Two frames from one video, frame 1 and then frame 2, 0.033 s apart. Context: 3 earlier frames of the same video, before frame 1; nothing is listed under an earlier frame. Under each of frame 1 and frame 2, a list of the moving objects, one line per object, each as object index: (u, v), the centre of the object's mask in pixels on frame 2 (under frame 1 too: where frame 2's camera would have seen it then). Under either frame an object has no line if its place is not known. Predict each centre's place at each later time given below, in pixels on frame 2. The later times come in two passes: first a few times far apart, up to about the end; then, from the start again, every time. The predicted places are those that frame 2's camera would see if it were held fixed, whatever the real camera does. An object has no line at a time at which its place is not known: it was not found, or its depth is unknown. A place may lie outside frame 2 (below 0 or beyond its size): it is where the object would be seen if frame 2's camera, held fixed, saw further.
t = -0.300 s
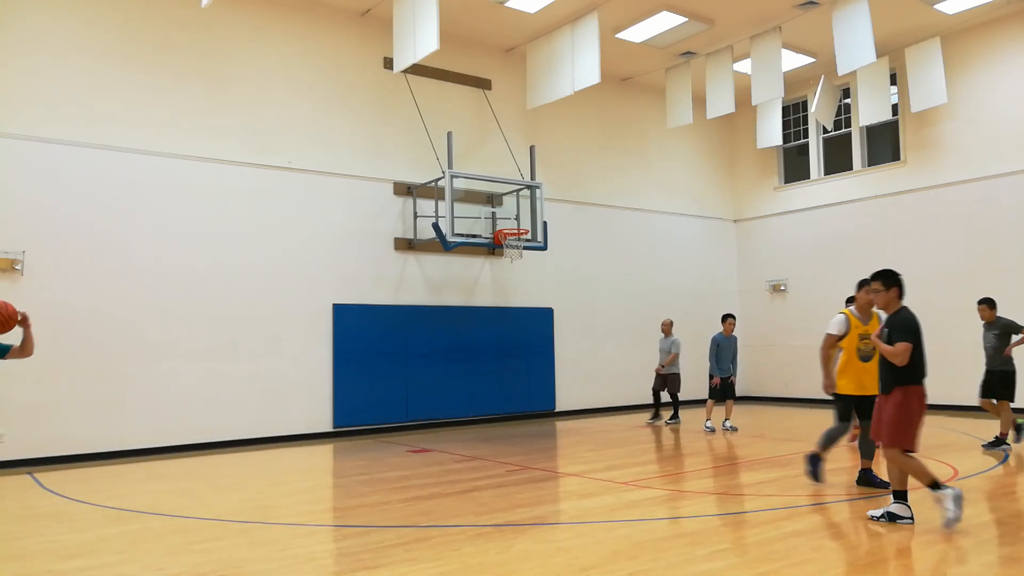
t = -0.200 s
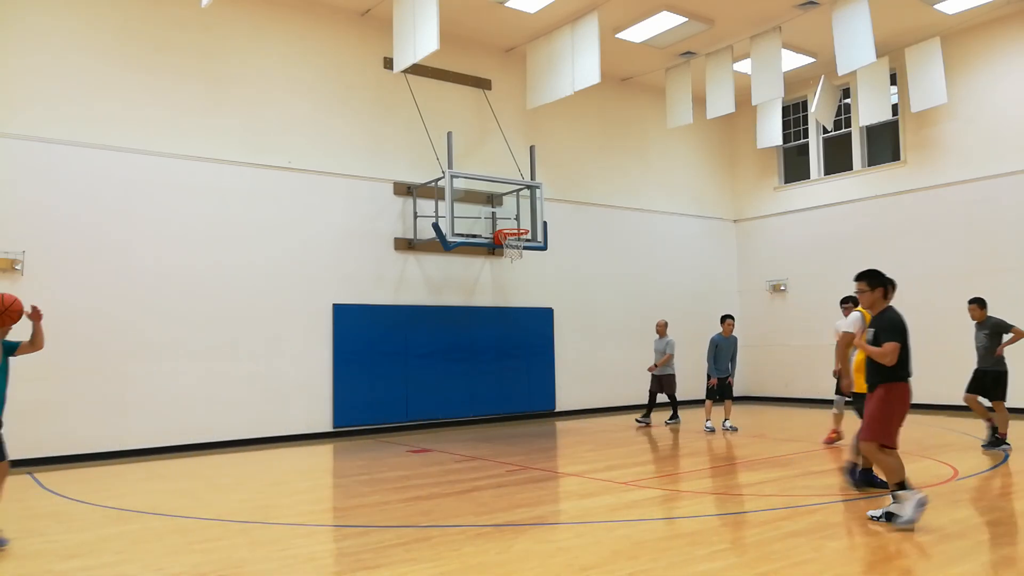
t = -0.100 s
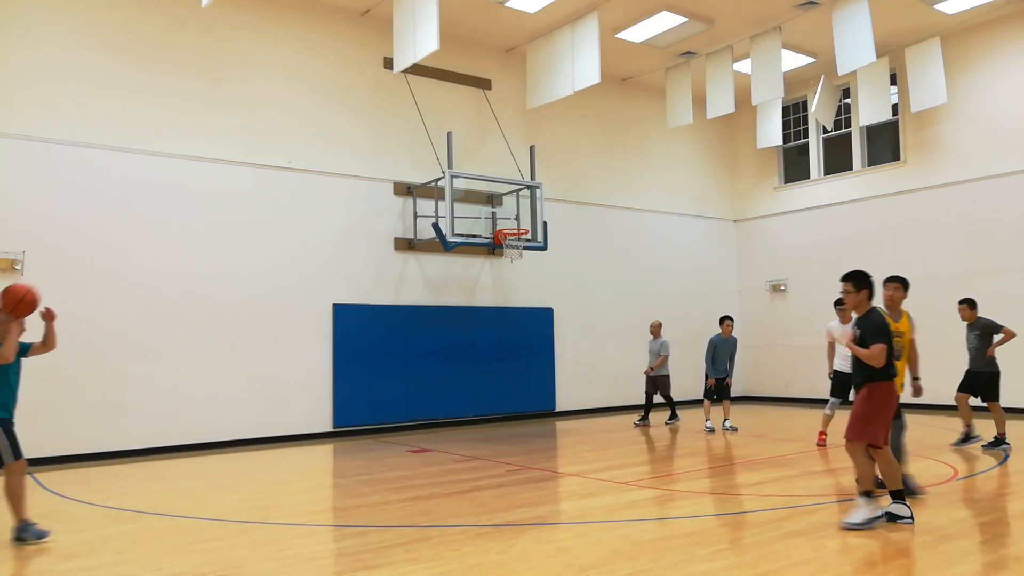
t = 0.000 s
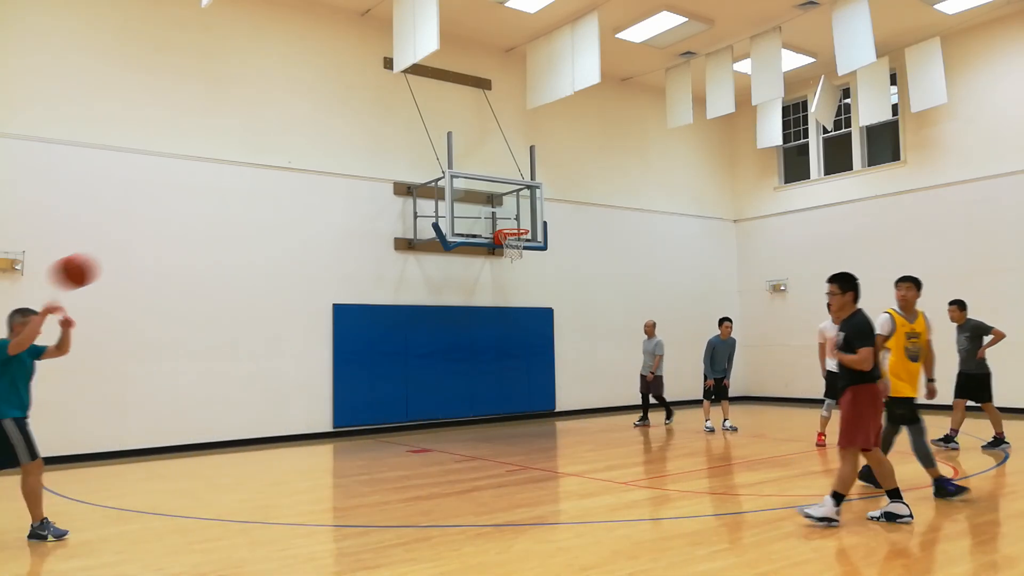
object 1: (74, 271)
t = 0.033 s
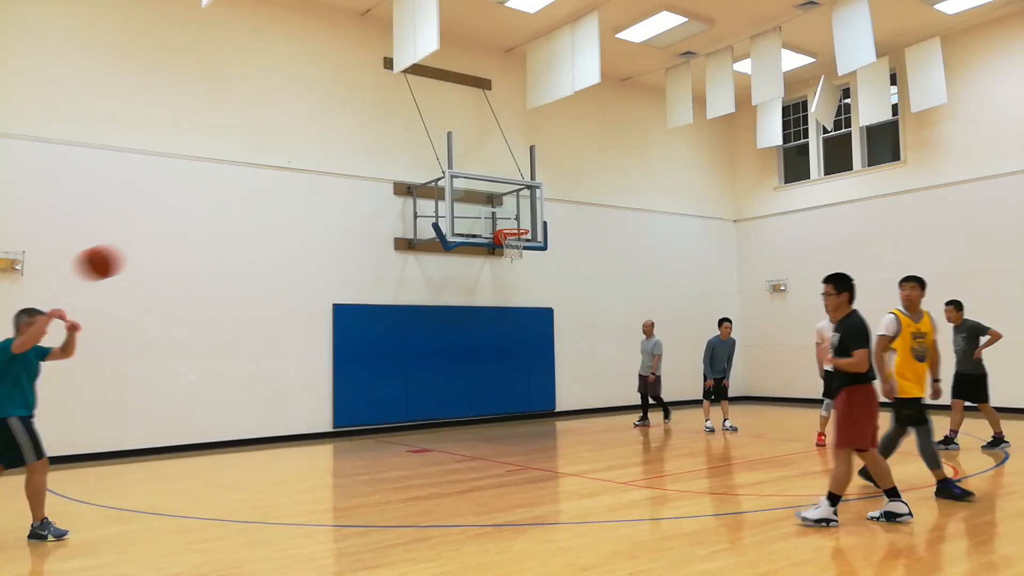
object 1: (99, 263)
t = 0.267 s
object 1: (274, 242)
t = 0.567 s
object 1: (513, 331)
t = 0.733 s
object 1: (657, 444)
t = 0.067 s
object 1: (124, 255)
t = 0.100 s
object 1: (148, 249)
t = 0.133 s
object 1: (174, 245)
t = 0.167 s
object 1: (199, 242)
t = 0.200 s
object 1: (223, 240)
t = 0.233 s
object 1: (248, 240)
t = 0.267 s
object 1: (274, 242)
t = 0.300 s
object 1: (300, 245)
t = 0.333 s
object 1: (326, 250)
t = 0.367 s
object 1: (351, 256)
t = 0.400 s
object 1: (377, 265)
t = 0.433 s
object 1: (405, 275)
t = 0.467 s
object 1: (431, 286)
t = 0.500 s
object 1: (457, 299)
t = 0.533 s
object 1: (486, 315)
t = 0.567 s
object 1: (513, 331)
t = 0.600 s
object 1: (540, 350)
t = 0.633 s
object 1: (570, 372)
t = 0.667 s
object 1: (596, 392)
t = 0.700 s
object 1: (629, 421)
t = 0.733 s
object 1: (657, 444)
